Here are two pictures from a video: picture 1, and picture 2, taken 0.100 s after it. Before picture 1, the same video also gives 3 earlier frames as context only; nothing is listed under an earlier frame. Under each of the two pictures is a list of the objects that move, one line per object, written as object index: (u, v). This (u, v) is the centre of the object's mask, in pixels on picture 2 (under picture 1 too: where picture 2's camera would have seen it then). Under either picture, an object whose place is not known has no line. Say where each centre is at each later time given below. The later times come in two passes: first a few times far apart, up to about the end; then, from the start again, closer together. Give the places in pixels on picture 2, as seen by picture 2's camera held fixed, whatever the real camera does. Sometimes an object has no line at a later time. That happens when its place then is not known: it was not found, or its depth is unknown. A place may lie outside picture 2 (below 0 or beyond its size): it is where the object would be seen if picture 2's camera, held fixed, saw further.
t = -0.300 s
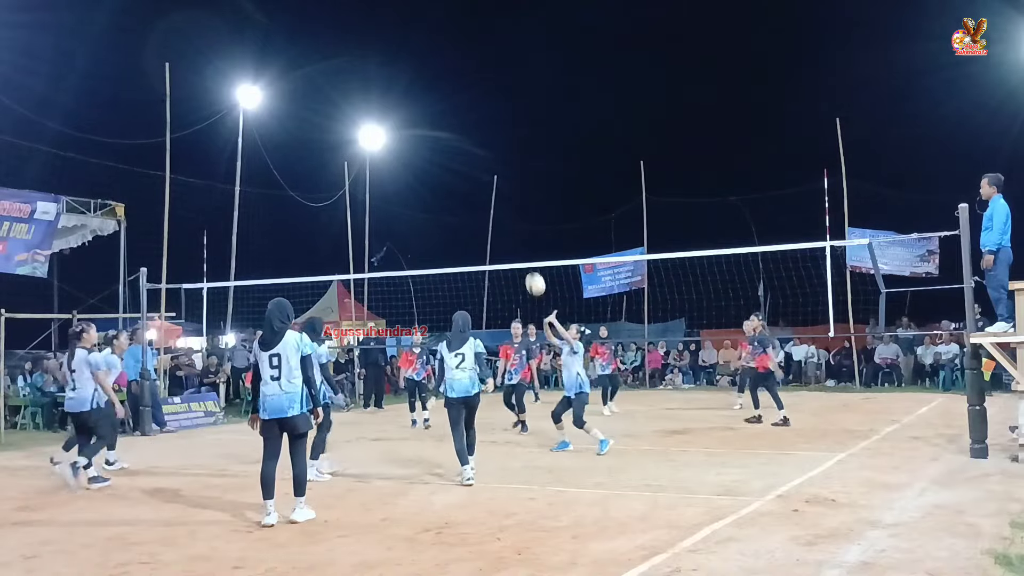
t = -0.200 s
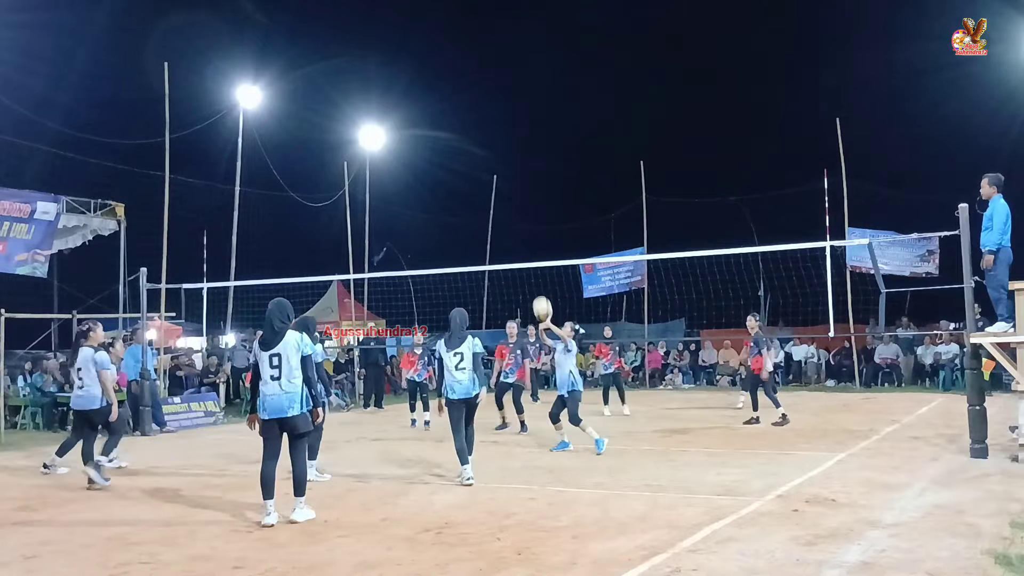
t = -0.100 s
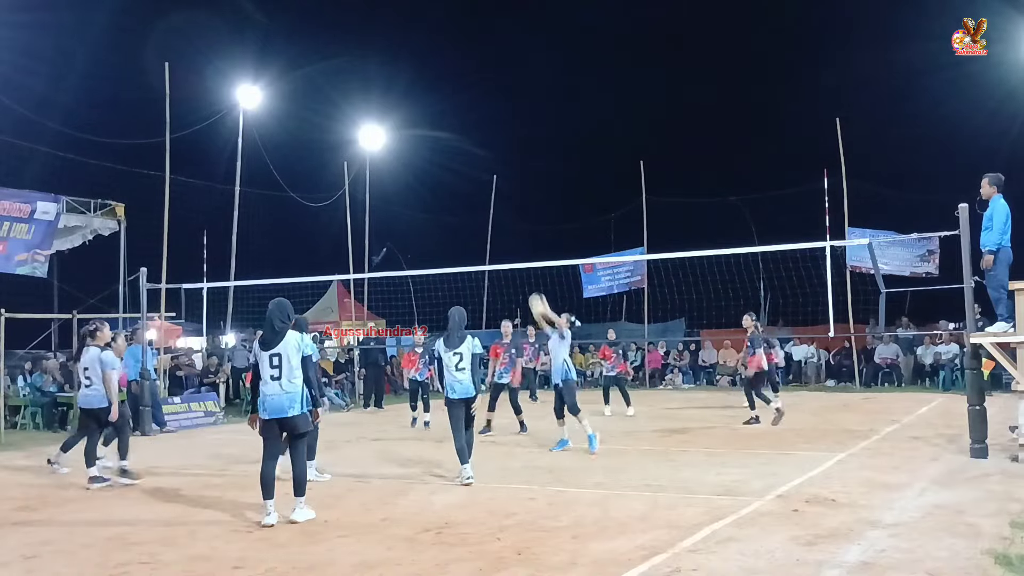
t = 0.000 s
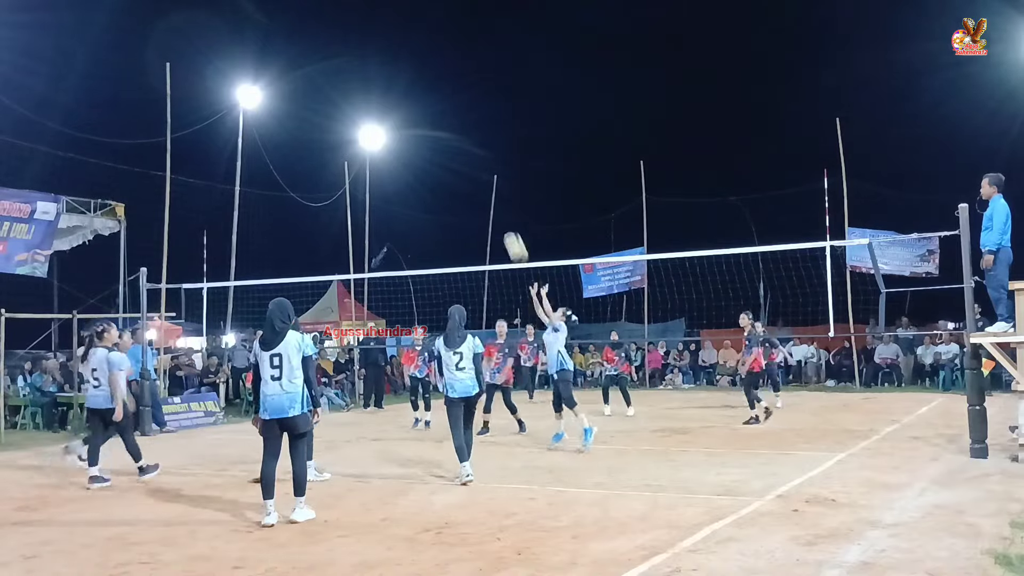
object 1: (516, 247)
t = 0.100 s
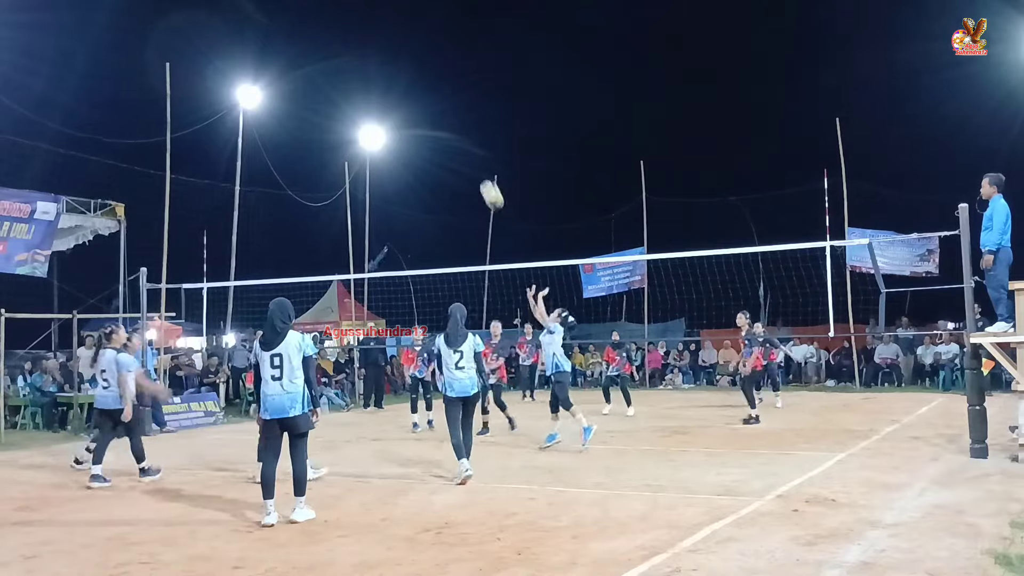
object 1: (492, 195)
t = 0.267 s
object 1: (453, 126)
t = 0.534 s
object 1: (393, 66)
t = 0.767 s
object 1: (344, 63)
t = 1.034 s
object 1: (292, 110)
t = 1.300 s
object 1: (244, 210)
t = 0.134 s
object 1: (484, 179)
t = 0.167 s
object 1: (476, 164)
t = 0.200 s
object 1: (468, 150)
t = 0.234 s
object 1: (460, 138)
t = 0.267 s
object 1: (453, 126)
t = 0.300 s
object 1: (445, 115)
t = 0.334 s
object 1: (438, 106)
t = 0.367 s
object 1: (430, 96)
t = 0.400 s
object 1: (422, 88)
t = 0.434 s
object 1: (415, 82)
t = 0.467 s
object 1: (408, 76)
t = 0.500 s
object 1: (400, 70)
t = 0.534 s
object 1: (393, 66)
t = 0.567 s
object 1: (386, 63)
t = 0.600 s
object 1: (379, 61)
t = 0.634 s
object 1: (372, 60)
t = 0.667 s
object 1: (365, 59)
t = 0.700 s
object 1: (358, 59)
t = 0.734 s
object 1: (351, 61)
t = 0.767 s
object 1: (344, 63)
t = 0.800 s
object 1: (337, 66)
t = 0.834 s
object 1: (331, 70)
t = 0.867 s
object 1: (324, 74)
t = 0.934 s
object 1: (311, 86)
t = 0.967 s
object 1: (305, 93)
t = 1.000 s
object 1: (298, 101)
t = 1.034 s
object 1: (292, 110)
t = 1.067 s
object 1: (285, 120)
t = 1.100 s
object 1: (279, 131)
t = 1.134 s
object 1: (273, 142)
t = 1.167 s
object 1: (267, 154)
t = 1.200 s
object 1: (261, 167)
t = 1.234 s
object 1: (255, 180)
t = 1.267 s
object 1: (249, 195)
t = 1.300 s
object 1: (244, 210)
